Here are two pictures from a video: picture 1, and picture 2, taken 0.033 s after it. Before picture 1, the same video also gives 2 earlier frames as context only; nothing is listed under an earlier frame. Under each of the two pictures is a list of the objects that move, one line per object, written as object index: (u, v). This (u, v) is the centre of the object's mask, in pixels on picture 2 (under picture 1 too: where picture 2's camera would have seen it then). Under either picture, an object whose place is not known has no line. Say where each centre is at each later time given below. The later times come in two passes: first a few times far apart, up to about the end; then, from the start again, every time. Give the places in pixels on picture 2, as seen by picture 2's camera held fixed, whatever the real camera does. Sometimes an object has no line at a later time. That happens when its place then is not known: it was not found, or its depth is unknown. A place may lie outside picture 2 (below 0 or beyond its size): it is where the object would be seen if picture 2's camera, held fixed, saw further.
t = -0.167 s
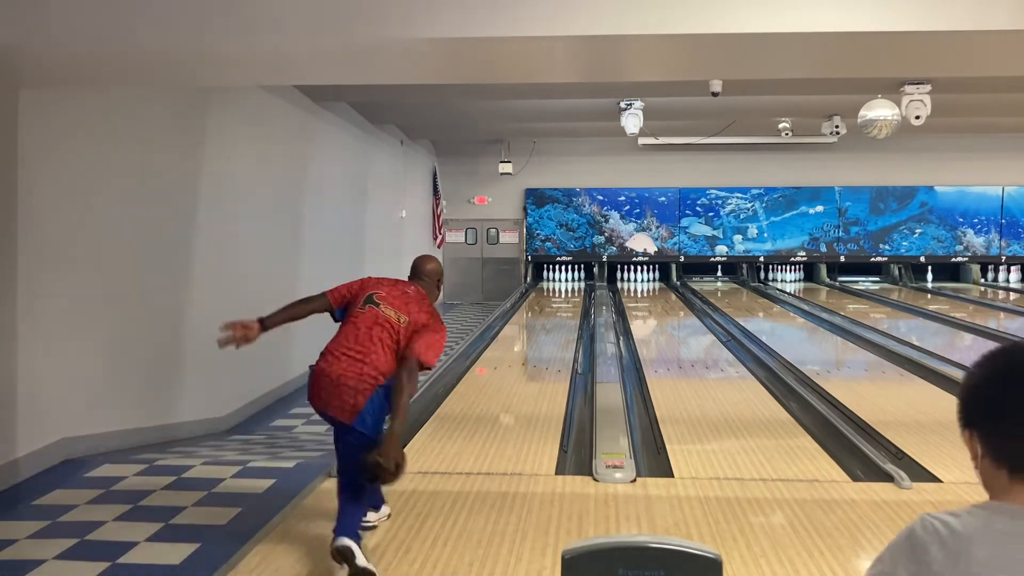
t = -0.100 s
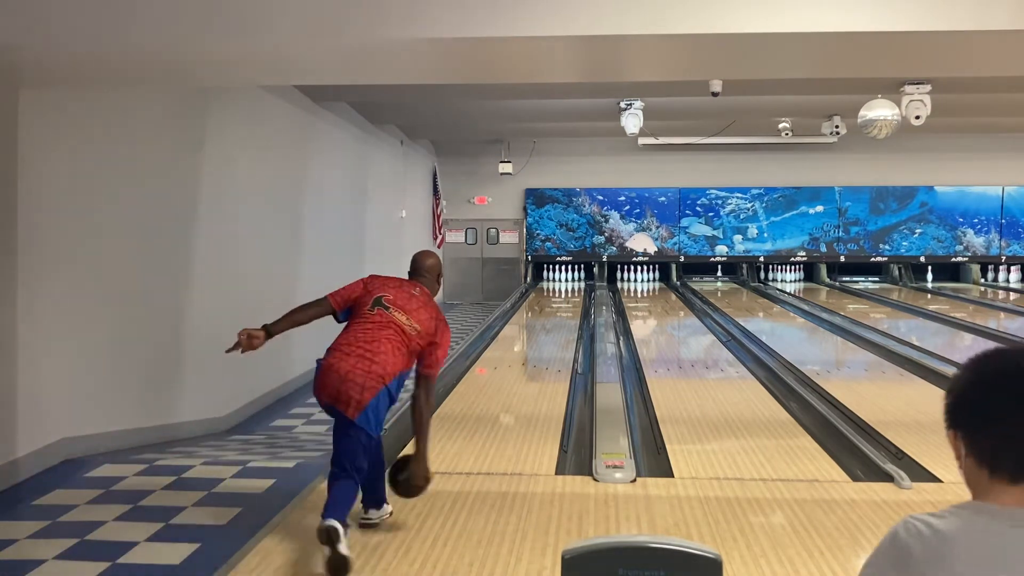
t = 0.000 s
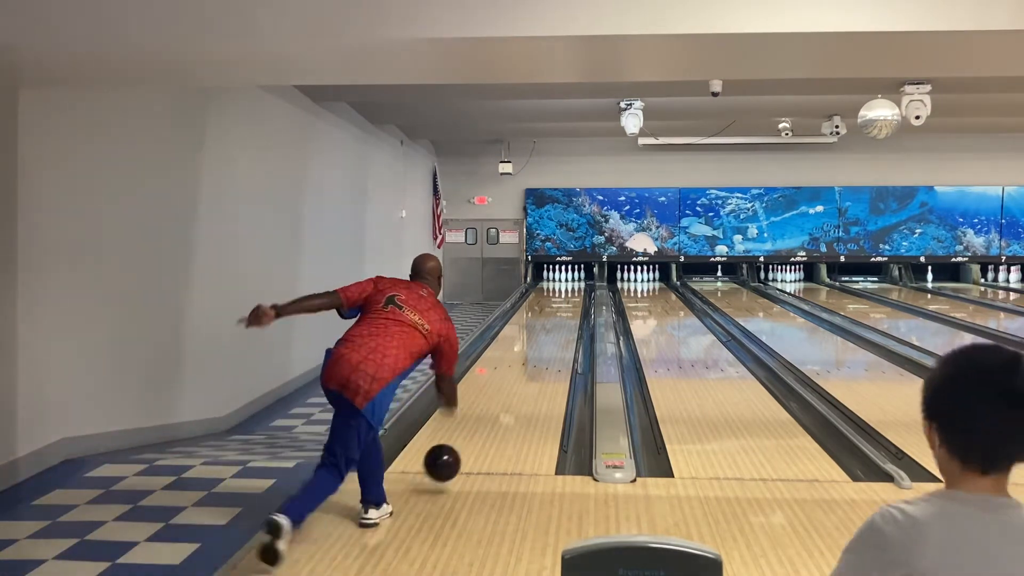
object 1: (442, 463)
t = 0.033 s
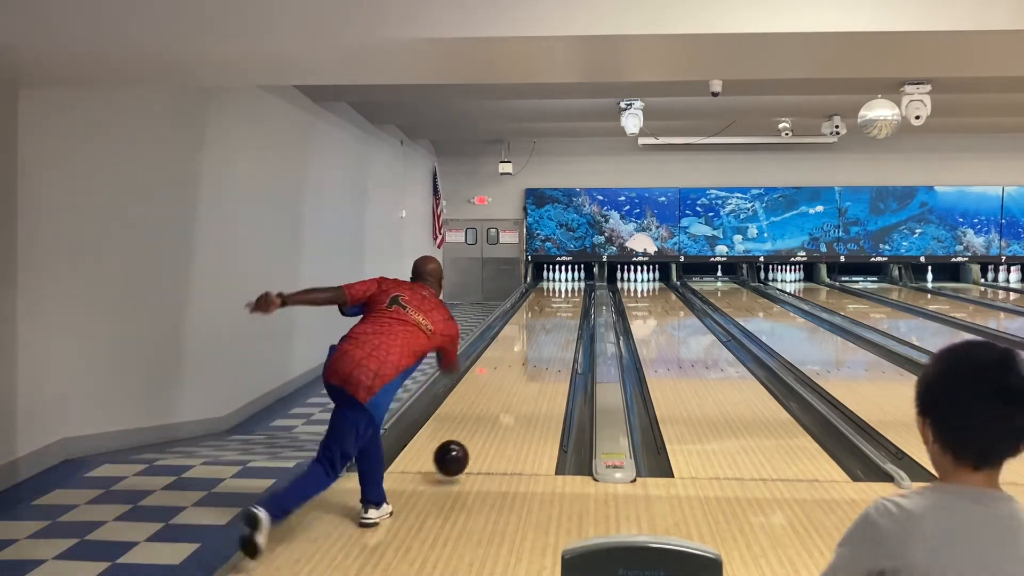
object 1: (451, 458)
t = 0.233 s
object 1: (492, 416)
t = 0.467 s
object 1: (522, 378)
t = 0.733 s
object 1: (545, 349)
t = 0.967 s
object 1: (562, 331)
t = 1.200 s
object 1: (569, 318)
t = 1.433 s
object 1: (576, 307)
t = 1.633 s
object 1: (579, 300)
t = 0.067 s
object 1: (460, 456)
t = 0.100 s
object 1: (467, 445)
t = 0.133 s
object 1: (474, 437)
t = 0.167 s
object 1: (481, 430)
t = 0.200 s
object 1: (486, 423)
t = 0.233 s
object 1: (492, 416)
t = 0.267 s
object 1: (497, 410)
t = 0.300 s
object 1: (502, 404)
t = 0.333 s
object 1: (507, 398)
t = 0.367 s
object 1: (511, 393)
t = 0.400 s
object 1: (515, 388)
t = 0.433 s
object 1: (519, 383)
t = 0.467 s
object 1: (522, 378)
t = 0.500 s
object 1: (526, 374)
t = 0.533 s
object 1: (529, 370)
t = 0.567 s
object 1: (532, 366)
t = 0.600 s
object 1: (535, 363)
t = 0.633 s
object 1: (538, 359)
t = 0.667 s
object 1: (540, 356)
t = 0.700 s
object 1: (543, 353)
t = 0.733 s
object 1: (545, 349)
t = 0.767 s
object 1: (547, 347)
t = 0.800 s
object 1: (550, 344)
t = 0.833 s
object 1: (552, 341)
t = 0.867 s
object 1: (554, 339)
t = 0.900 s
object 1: (556, 336)
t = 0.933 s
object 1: (557, 334)
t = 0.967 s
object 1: (562, 331)
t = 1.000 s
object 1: (562, 333)
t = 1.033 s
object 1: (562, 327)
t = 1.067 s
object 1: (564, 325)
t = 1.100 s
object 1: (565, 323)
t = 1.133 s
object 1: (567, 322)
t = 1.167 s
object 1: (568, 319)
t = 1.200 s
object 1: (569, 318)
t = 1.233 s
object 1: (570, 316)
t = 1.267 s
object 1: (571, 314)
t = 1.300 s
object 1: (572, 313)
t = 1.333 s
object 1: (573, 311)
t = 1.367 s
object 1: (574, 310)
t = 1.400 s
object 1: (575, 309)
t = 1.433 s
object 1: (576, 307)
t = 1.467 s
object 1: (576, 306)
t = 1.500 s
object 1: (577, 305)
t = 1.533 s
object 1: (577, 304)
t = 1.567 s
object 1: (578, 302)
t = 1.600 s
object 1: (579, 301)
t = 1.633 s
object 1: (579, 300)
